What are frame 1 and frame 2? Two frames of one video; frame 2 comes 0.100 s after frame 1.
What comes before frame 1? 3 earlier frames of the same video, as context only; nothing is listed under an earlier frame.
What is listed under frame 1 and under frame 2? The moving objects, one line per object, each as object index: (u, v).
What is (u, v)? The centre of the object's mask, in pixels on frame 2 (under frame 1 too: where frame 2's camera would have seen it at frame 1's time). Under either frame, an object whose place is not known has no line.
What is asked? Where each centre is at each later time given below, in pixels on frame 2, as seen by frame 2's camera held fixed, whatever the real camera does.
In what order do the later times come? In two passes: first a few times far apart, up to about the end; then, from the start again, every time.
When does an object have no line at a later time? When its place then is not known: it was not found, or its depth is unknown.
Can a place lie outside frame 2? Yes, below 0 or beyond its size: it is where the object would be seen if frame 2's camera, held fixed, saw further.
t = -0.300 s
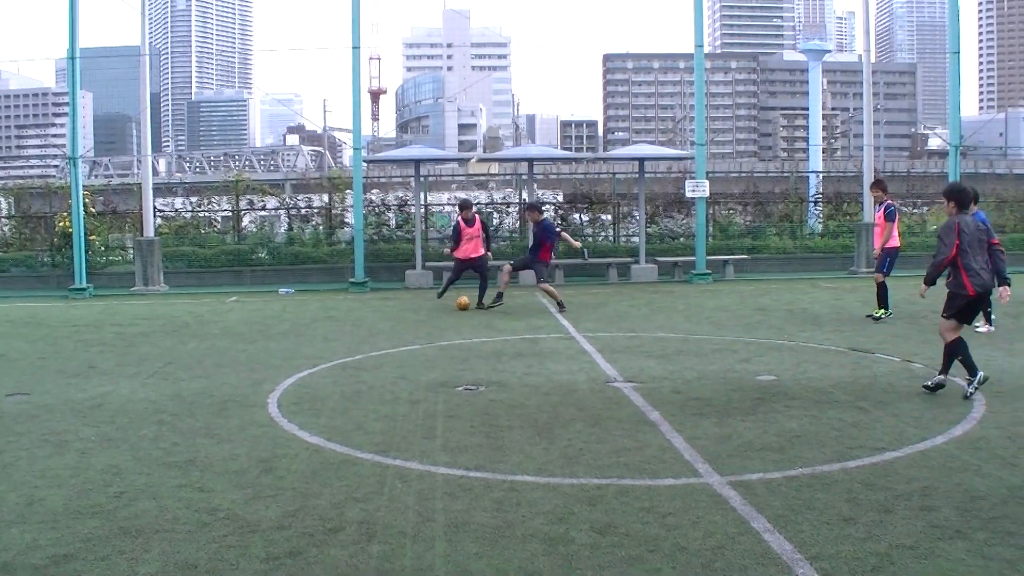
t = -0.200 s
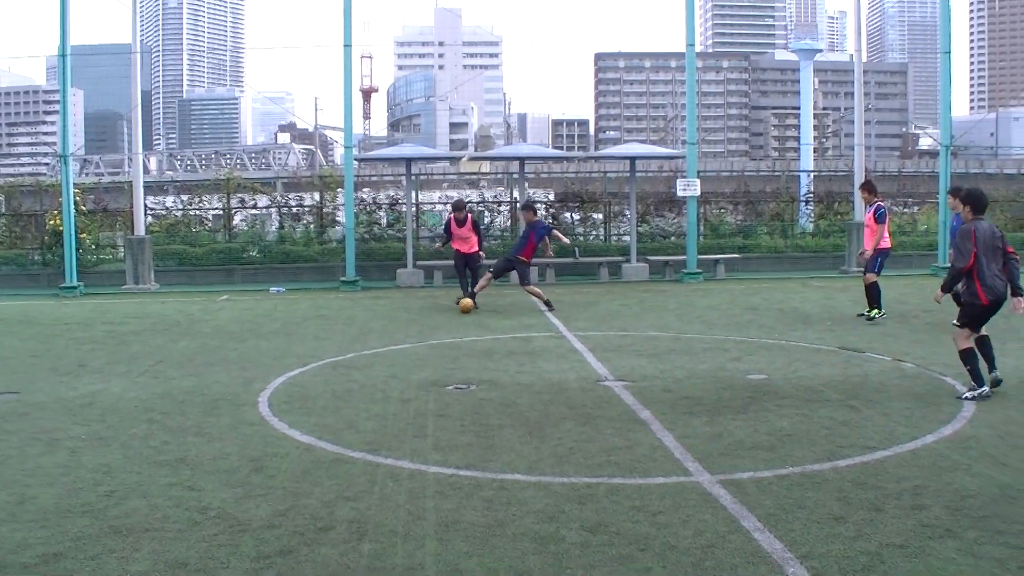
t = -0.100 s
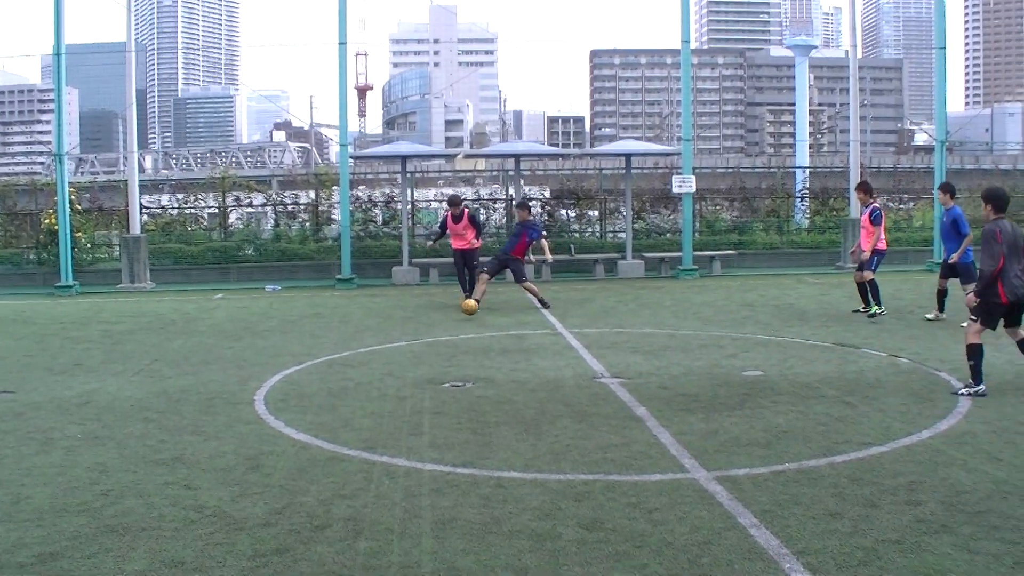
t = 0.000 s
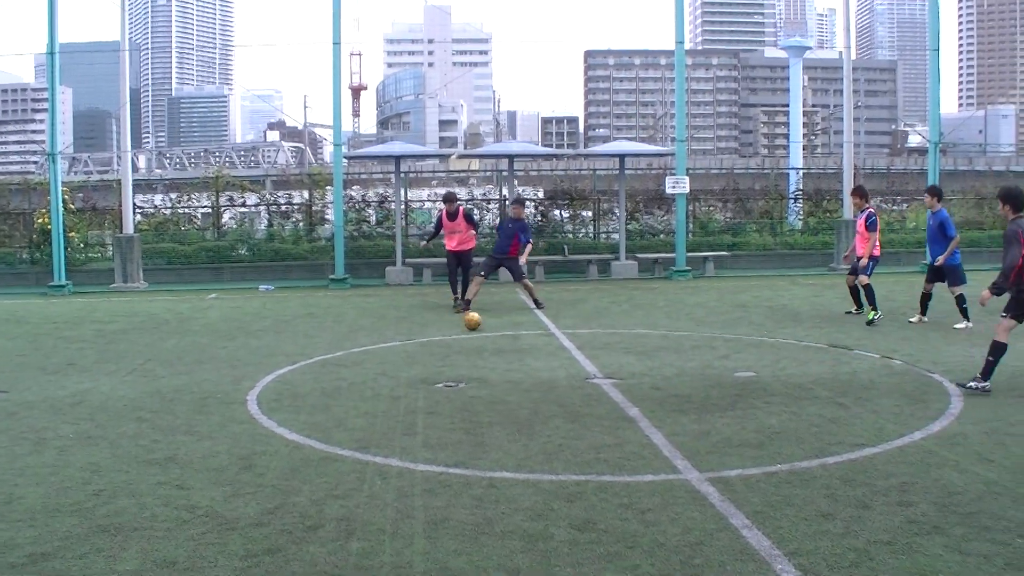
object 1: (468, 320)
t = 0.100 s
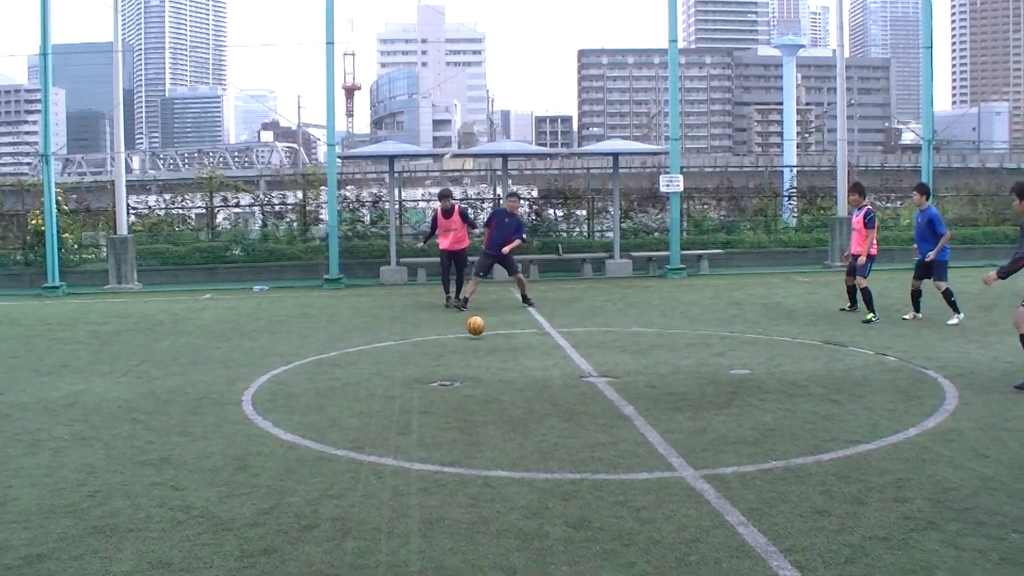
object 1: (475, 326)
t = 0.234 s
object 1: (486, 338)
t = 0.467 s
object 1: (499, 358)
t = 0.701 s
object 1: (516, 386)
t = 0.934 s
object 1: (537, 419)
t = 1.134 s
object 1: (562, 458)
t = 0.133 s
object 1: (479, 328)
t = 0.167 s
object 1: (481, 332)
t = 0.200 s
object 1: (483, 337)
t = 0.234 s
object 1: (486, 338)
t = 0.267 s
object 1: (488, 339)
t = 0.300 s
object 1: (489, 340)
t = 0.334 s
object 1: (491, 344)
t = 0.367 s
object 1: (493, 349)
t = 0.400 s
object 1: (495, 353)
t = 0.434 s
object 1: (497, 355)
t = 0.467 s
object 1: (499, 358)
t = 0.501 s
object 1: (501, 364)
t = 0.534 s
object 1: (504, 367)
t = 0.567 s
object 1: (506, 370)
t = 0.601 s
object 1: (508, 375)
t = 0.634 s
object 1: (511, 378)
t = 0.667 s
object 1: (513, 381)
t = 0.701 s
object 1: (516, 386)
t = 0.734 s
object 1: (519, 389)
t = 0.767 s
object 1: (521, 393)
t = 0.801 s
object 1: (524, 398)
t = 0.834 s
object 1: (528, 404)
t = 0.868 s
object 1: (530, 407)
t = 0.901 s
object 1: (533, 411)
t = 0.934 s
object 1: (537, 419)
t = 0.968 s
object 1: (541, 427)
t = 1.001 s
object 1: (545, 431)
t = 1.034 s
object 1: (548, 438)
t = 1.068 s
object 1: (554, 447)
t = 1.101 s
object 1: (558, 453)
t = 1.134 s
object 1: (562, 458)
